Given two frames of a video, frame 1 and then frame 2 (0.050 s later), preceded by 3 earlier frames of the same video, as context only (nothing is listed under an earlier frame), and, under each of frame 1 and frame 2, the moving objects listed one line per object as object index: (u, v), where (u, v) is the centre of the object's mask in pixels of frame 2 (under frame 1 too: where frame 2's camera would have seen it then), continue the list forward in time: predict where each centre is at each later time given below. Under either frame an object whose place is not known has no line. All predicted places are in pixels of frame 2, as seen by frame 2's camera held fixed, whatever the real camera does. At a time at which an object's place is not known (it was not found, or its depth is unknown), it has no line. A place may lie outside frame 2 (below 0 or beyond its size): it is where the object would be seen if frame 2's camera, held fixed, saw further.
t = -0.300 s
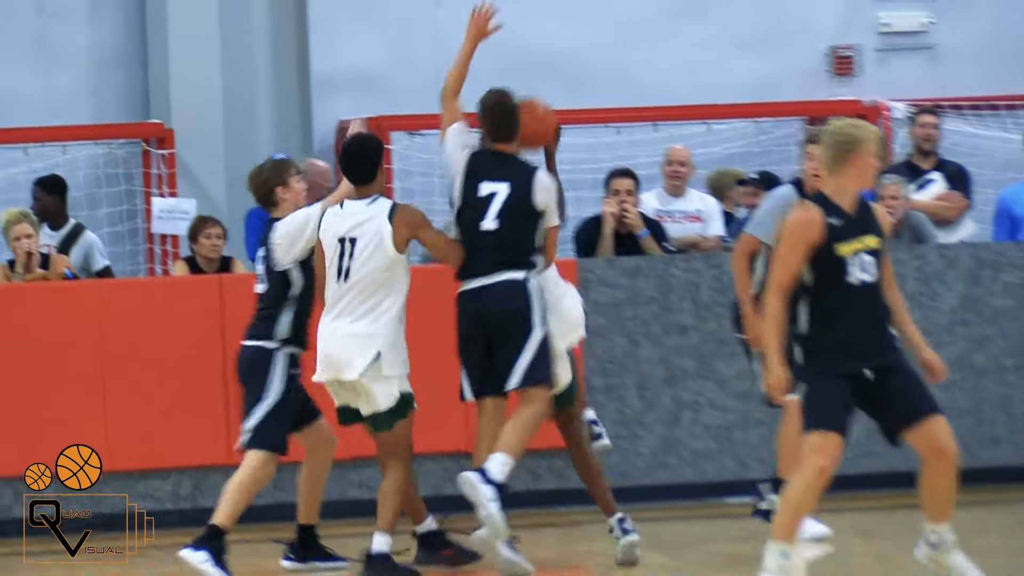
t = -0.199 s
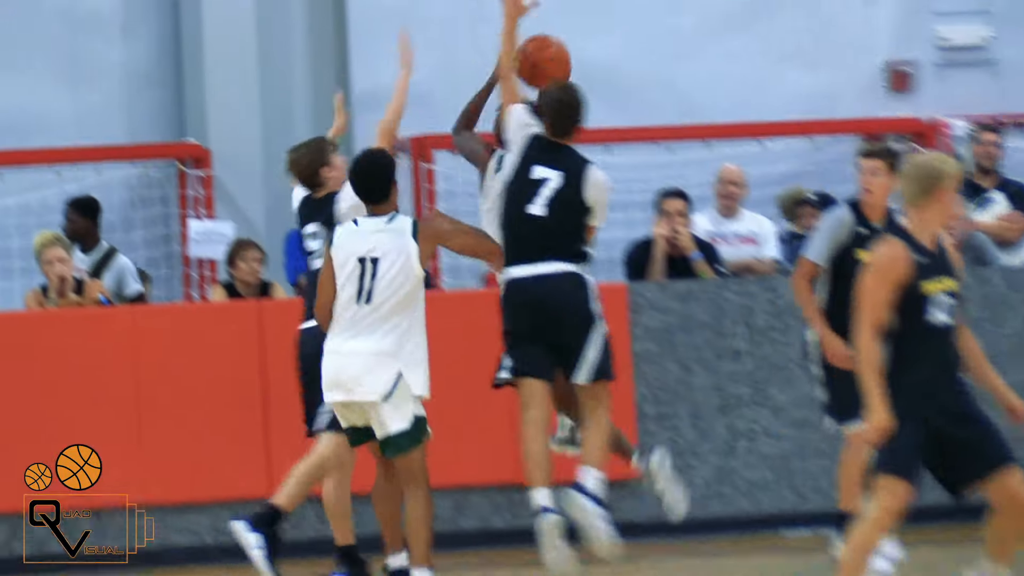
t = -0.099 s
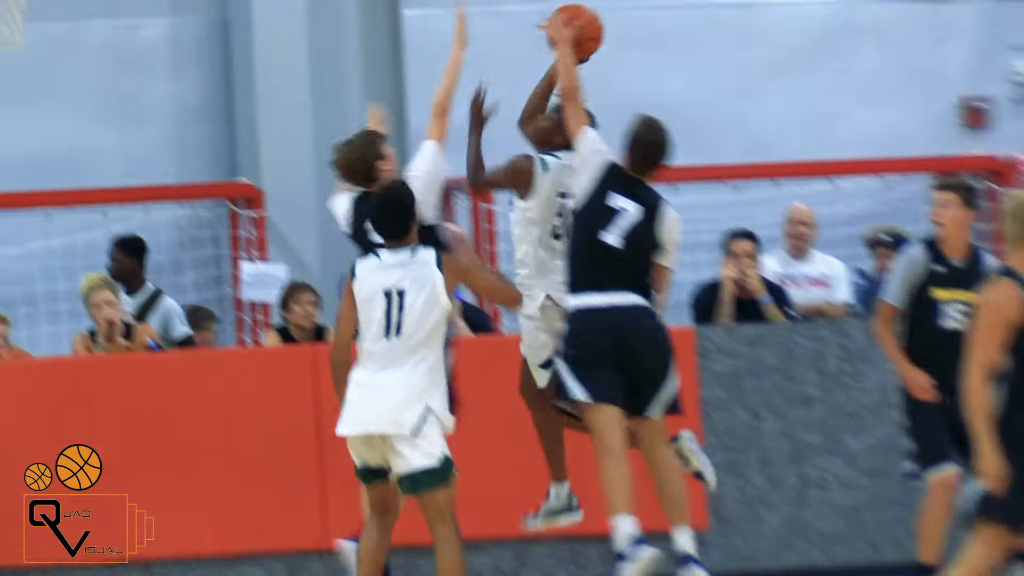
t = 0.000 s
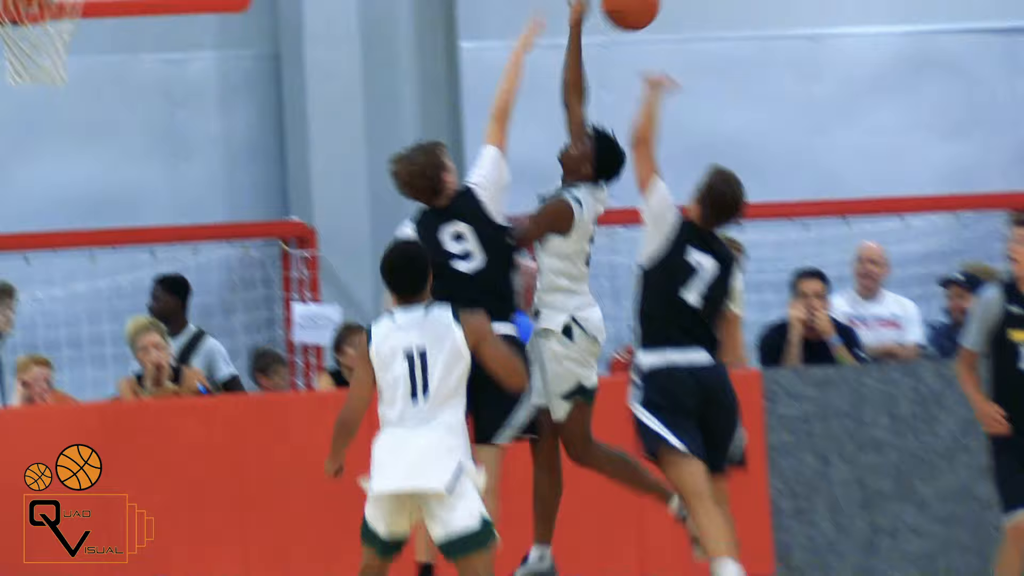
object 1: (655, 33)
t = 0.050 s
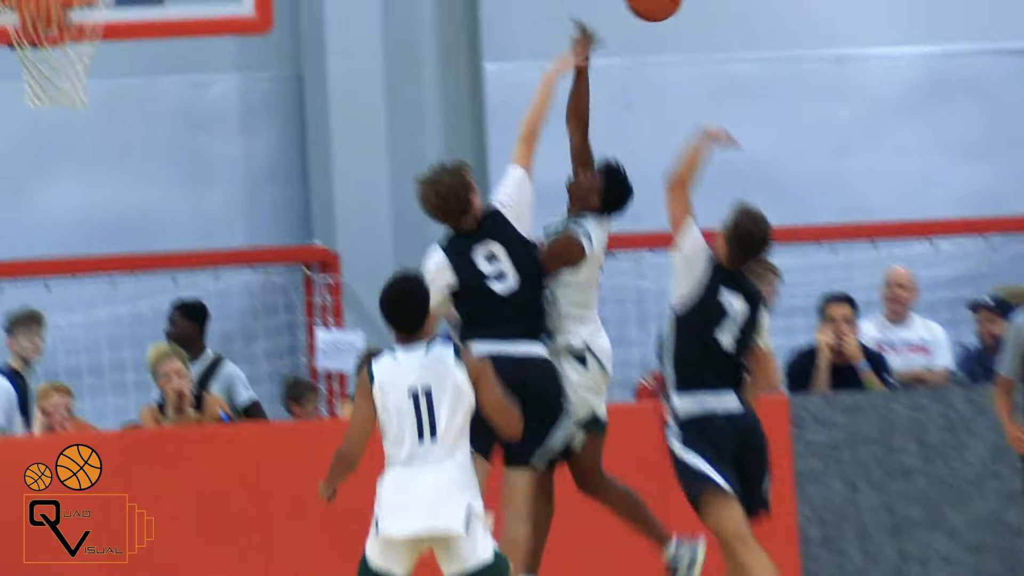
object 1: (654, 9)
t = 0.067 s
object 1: (654, -1)
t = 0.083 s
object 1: (655, -11)
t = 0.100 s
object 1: (655, -22)
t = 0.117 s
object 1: (656, -33)
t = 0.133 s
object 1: (656, -44)
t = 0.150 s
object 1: (657, -54)
